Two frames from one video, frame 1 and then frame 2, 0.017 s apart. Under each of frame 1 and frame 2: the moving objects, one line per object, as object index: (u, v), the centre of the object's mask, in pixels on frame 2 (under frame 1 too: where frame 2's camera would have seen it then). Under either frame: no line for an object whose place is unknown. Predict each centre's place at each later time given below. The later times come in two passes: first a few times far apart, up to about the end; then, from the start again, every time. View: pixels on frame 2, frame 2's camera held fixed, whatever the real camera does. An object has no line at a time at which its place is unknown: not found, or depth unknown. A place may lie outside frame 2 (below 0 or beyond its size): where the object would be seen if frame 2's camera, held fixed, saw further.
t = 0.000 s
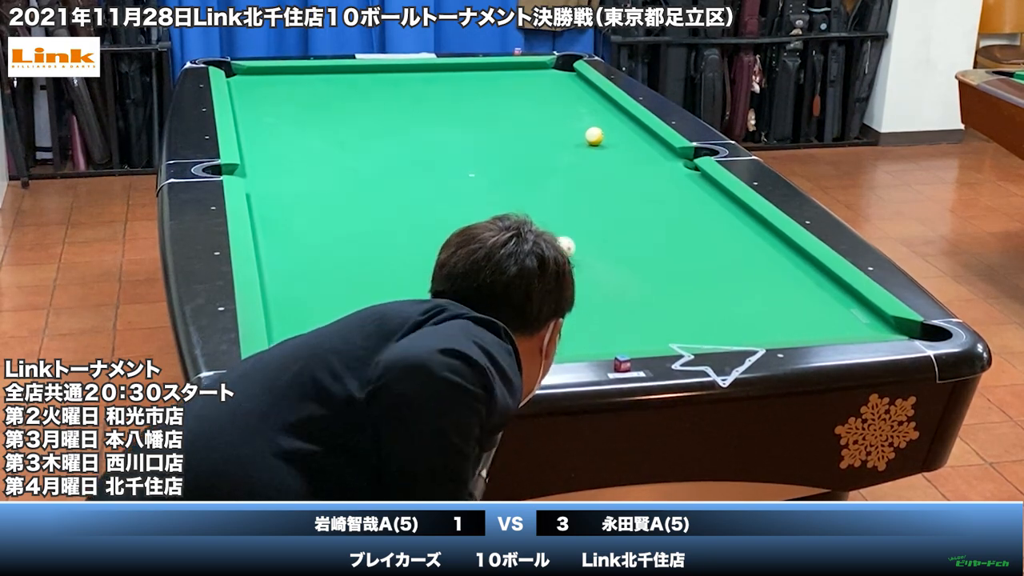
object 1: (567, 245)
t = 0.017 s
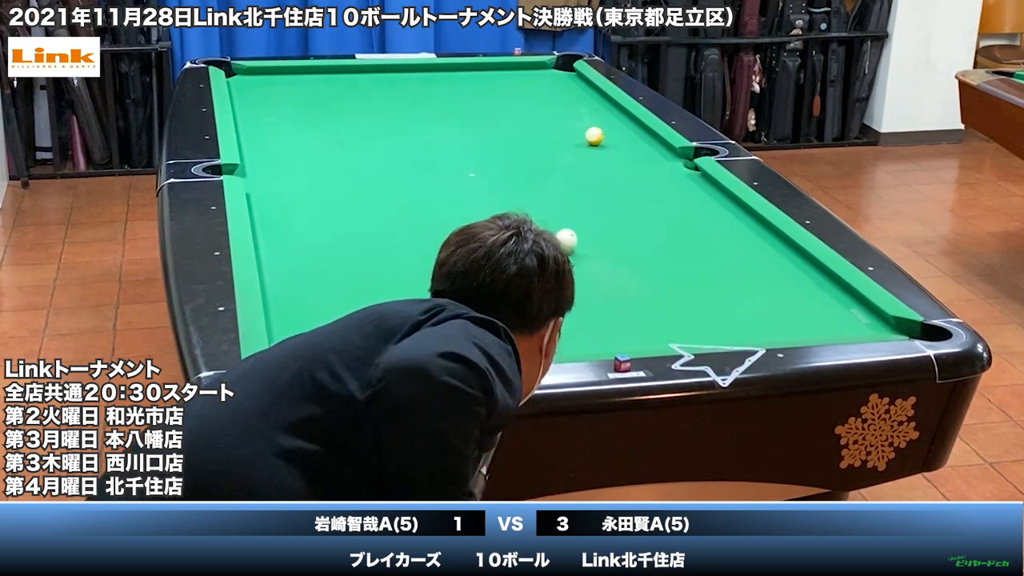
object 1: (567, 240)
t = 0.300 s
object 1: (594, 149)
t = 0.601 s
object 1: (626, 142)
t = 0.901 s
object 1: (656, 143)
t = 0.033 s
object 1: (568, 233)
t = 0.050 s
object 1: (570, 226)
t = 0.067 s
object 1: (572, 220)
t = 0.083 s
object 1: (574, 213)
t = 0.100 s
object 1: (576, 207)
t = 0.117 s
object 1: (578, 201)
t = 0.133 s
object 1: (579, 196)
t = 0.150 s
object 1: (581, 190)
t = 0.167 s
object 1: (583, 184)
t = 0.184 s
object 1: (584, 180)
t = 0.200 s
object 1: (586, 175)
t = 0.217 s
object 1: (587, 170)
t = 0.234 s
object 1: (589, 166)
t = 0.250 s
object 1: (590, 161)
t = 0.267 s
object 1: (592, 157)
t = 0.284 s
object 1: (593, 153)
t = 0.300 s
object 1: (594, 149)
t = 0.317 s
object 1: (595, 146)
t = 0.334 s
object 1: (597, 142)
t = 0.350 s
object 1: (598, 141)
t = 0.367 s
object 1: (601, 141)
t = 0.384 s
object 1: (603, 141)
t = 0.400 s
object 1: (605, 141)
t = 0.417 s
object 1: (607, 141)
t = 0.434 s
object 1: (608, 141)
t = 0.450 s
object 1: (610, 141)
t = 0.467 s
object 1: (612, 141)
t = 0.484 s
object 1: (614, 141)
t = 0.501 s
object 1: (616, 141)
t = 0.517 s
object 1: (617, 141)
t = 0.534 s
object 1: (619, 142)
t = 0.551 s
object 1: (621, 142)
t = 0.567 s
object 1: (622, 142)
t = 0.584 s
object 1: (624, 142)
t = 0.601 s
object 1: (626, 142)
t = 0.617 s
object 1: (628, 142)
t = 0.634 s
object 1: (629, 142)
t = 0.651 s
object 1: (631, 142)
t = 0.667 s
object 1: (633, 142)
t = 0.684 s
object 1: (634, 142)
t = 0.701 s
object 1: (636, 142)
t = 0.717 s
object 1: (638, 142)
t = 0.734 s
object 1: (639, 142)
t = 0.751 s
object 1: (641, 142)
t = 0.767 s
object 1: (643, 142)
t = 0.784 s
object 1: (644, 143)
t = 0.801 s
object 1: (646, 143)
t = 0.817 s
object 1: (647, 143)
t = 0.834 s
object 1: (649, 143)
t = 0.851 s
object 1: (651, 143)
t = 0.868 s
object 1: (653, 143)
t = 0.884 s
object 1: (654, 143)
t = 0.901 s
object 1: (656, 143)
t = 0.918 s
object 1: (658, 143)
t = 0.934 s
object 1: (659, 143)
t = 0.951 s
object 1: (659, 143)
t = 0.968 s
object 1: (658, 144)
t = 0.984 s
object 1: (657, 144)
